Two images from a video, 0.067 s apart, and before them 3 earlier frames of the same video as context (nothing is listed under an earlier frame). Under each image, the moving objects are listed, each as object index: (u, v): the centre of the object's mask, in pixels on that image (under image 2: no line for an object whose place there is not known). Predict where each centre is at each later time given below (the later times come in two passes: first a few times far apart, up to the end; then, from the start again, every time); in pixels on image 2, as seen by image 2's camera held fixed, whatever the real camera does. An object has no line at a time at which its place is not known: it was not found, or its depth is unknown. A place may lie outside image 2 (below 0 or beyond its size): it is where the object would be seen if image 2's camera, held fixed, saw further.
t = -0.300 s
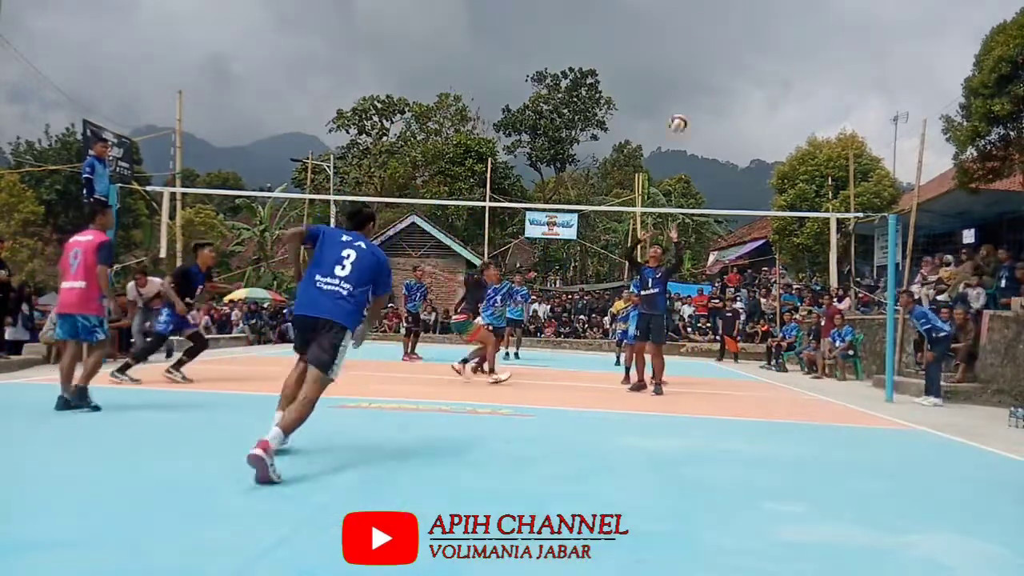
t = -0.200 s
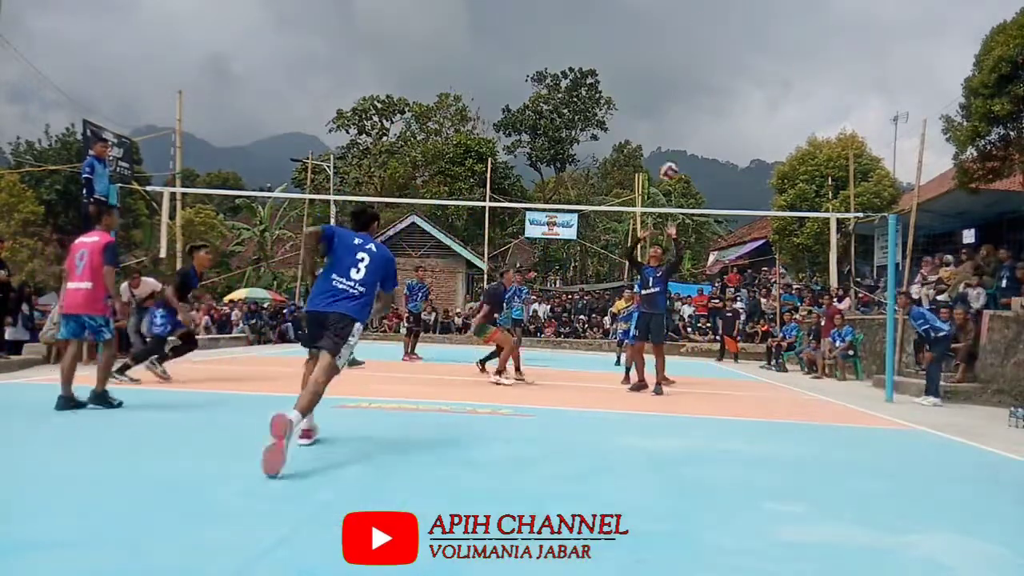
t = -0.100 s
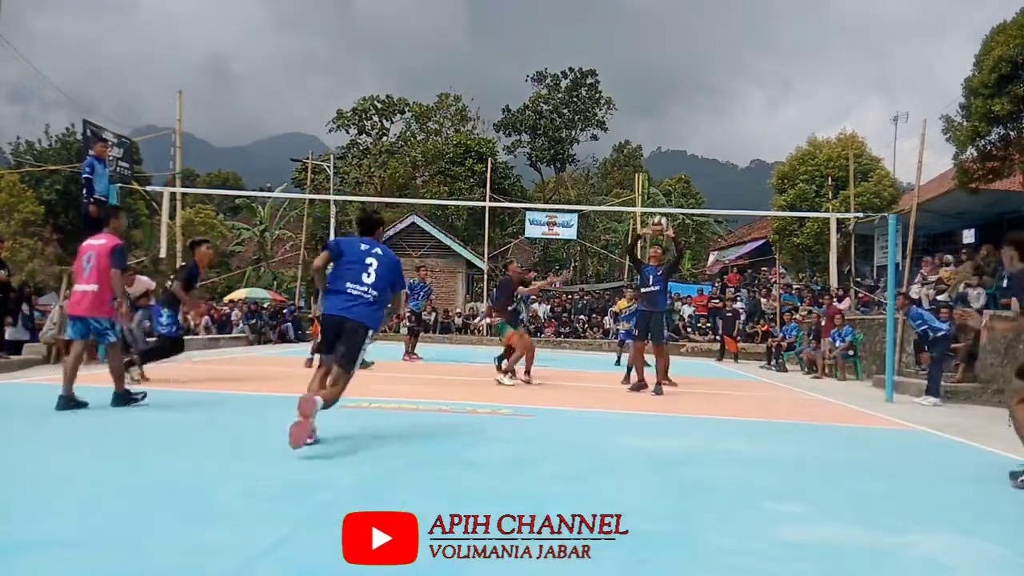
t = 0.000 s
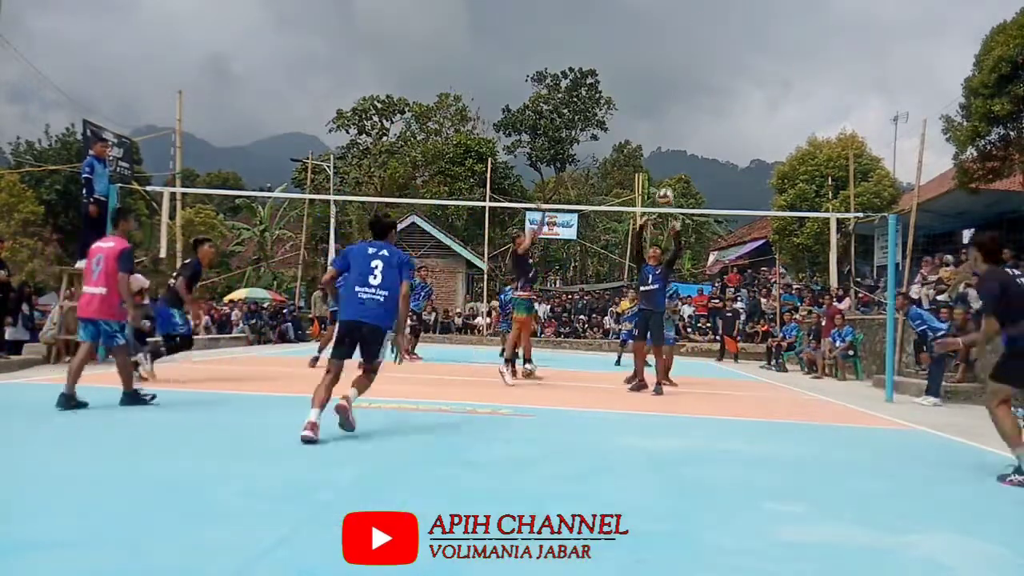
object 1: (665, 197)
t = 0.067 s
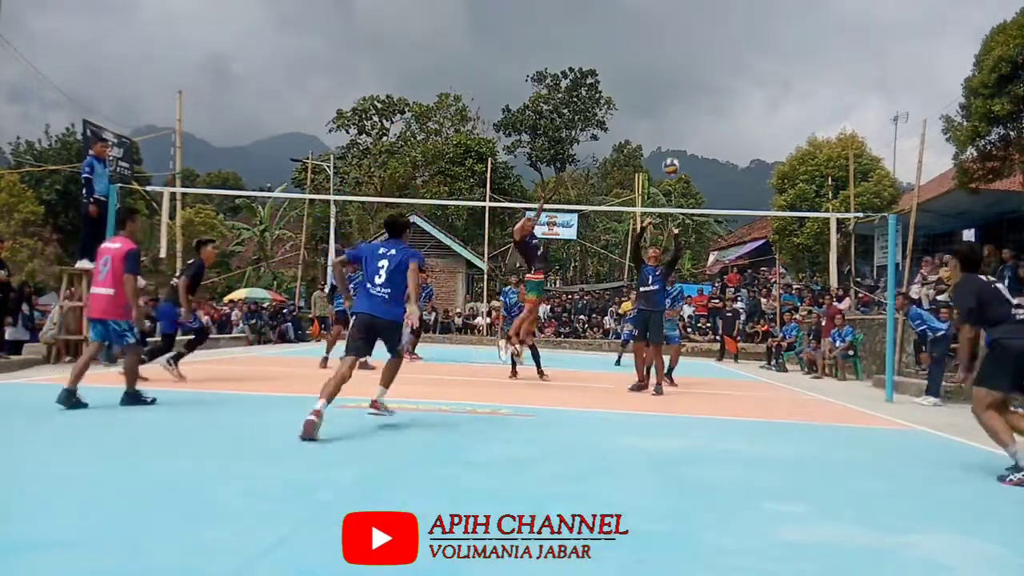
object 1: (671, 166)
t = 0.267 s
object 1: (689, 92)
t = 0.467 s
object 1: (707, 48)
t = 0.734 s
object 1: (732, 39)
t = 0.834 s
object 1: (739, 55)
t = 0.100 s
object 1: (674, 152)
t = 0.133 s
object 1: (677, 138)
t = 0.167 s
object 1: (680, 125)
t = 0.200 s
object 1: (683, 113)
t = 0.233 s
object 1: (686, 103)
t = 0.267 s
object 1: (689, 92)
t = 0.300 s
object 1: (692, 83)
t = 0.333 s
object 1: (695, 74)
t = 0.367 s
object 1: (698, 67)
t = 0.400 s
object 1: (701, 59)
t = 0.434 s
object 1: (704, 53)
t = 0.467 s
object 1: (707, 48)
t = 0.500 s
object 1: (710, 43)
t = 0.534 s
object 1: (713, 40)
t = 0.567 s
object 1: (716, 37)
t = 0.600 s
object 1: (719, 36)
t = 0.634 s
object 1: (722, 35)
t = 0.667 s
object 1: (726, 36)
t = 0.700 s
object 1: (729, 37)
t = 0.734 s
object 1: (732, 39)
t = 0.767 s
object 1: (734, 43)
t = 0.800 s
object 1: (737, 48)
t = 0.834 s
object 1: (739, 55)
